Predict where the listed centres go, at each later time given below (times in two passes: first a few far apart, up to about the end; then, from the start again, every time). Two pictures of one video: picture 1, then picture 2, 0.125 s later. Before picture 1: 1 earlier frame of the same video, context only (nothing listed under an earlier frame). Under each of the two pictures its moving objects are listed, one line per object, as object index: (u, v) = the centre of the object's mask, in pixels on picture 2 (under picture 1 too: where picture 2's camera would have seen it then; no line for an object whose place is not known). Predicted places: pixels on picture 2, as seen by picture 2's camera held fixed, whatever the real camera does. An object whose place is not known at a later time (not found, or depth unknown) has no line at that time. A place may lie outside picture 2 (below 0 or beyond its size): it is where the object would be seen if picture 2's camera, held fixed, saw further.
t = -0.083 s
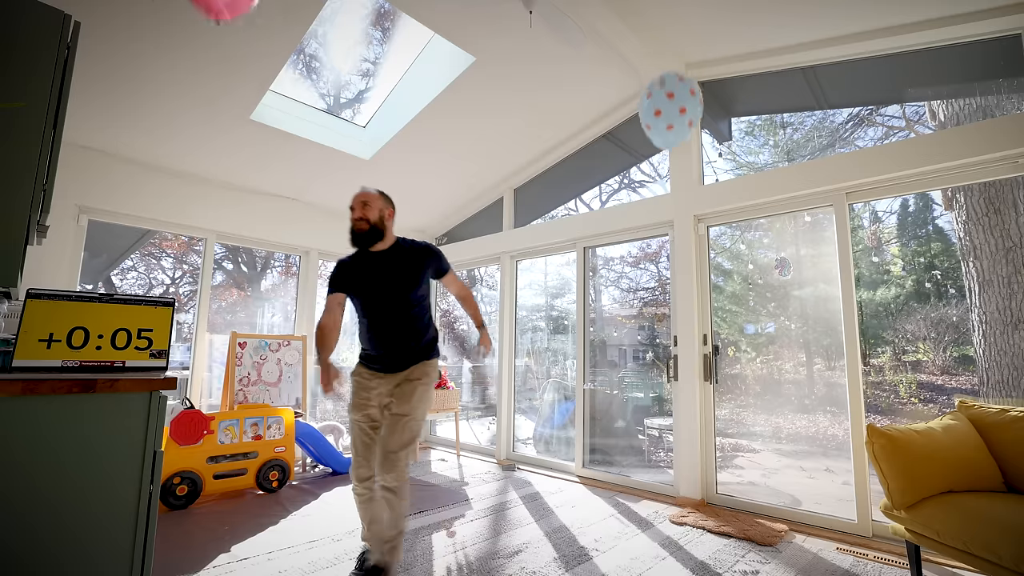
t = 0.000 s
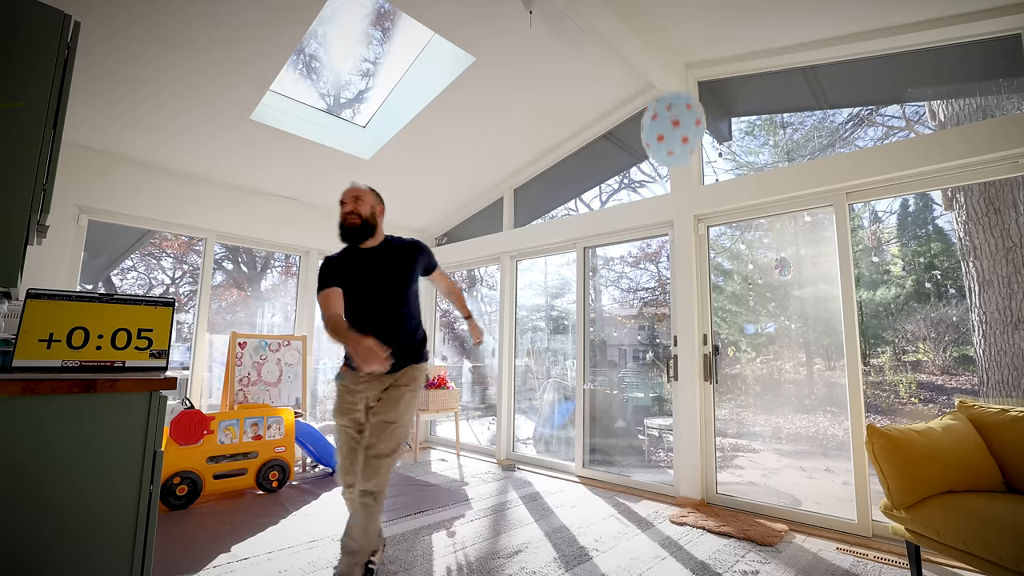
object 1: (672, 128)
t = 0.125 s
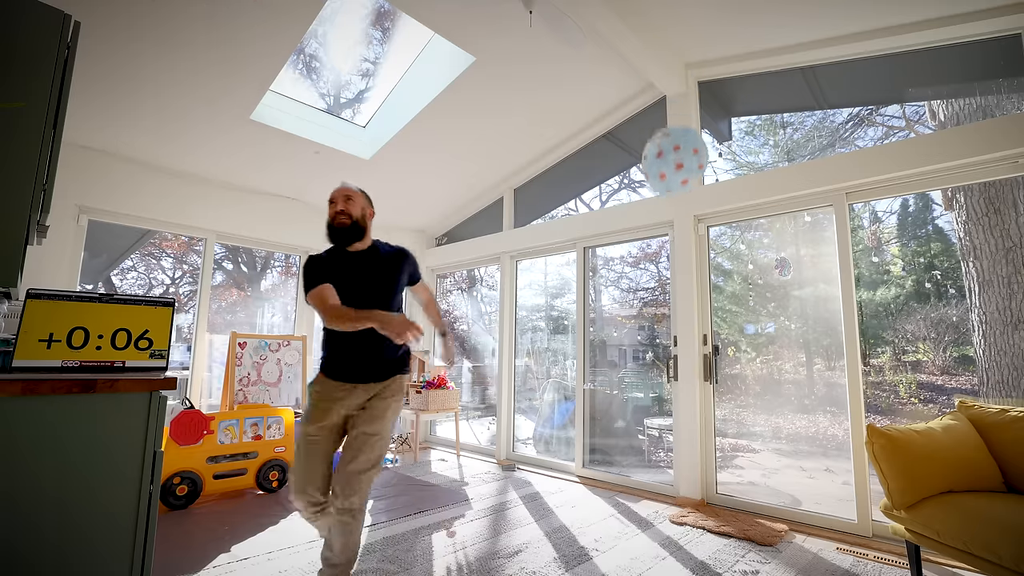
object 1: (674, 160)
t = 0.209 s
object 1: (674, 183)
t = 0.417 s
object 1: (668, 238)
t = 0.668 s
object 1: (651, 307)
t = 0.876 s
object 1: (633, 363)
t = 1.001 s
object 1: (622, 398)
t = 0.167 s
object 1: (674, 171)
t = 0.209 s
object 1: (674, 183)
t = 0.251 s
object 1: (673, 195)
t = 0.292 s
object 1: (672, 206)
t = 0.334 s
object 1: (670, 217)
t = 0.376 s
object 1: (669, 228)
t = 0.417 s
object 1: (668, 238)
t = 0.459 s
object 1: (666, 250)
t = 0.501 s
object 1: (662, 262)
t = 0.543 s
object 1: (660, 273)
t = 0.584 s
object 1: (658, 284)
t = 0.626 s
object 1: (654, 295)
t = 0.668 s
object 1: (651, 307)
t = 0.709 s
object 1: (647, 318)
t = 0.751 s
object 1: (644, 329)
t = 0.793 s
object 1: (641, 341)
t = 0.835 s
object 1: (637, 352)
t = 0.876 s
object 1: (633, 363)
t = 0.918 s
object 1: (630, 375)
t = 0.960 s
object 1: (626, 386)
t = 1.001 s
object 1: (622, 398)
